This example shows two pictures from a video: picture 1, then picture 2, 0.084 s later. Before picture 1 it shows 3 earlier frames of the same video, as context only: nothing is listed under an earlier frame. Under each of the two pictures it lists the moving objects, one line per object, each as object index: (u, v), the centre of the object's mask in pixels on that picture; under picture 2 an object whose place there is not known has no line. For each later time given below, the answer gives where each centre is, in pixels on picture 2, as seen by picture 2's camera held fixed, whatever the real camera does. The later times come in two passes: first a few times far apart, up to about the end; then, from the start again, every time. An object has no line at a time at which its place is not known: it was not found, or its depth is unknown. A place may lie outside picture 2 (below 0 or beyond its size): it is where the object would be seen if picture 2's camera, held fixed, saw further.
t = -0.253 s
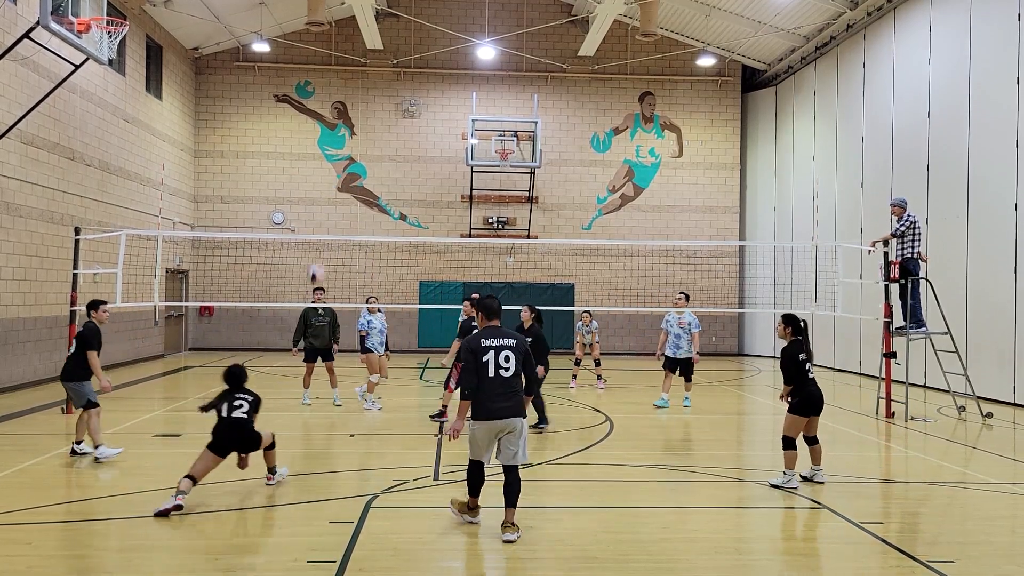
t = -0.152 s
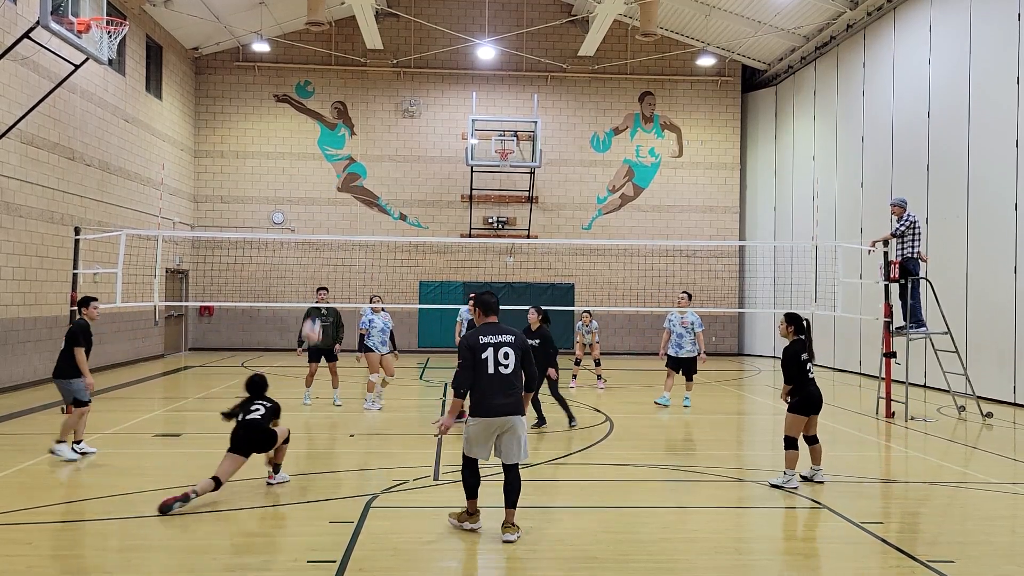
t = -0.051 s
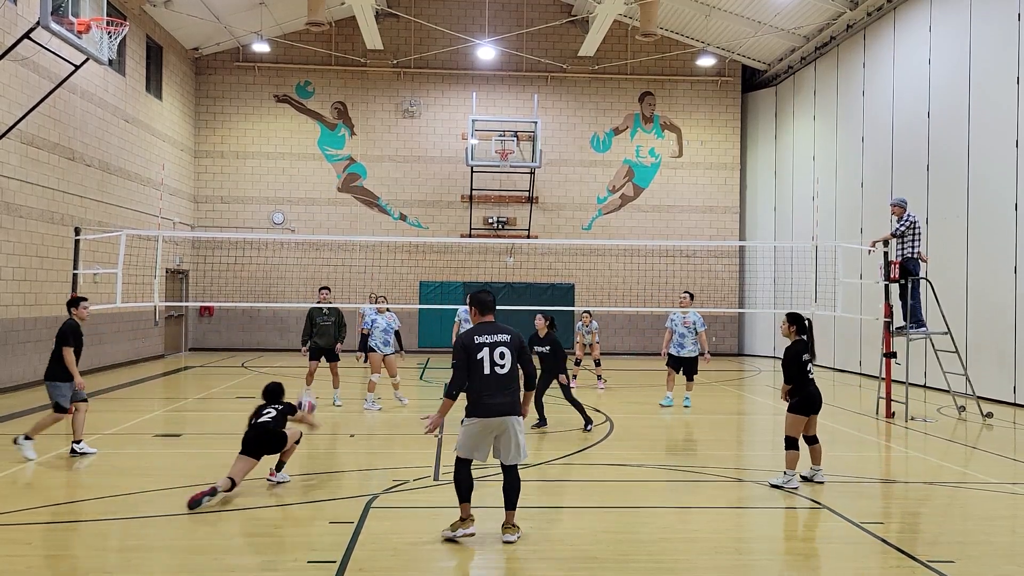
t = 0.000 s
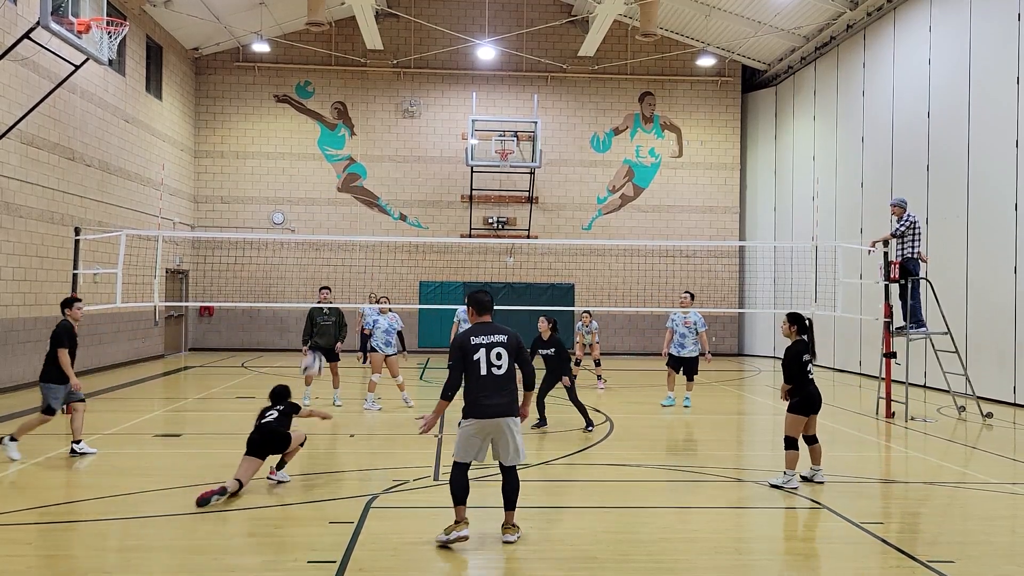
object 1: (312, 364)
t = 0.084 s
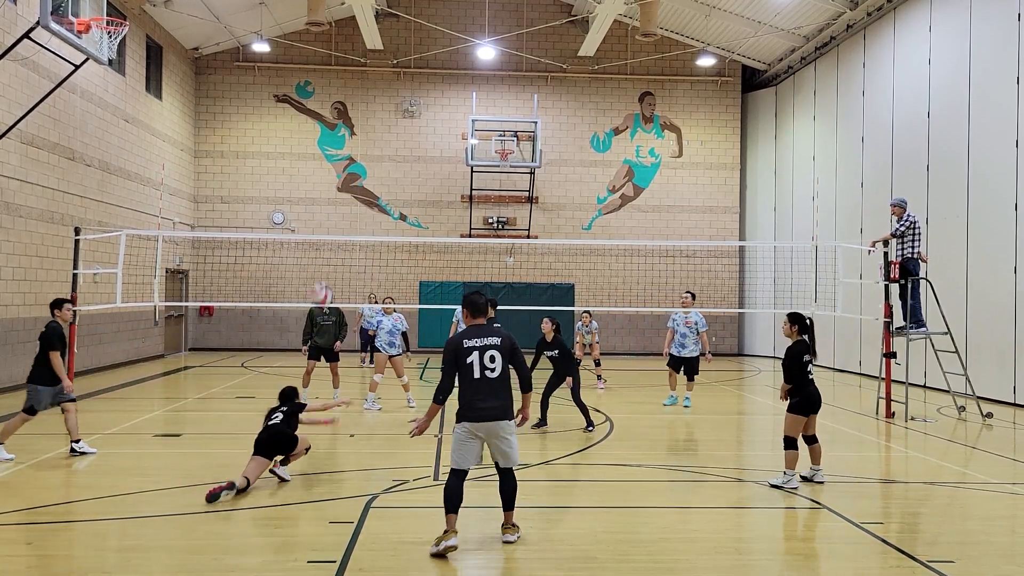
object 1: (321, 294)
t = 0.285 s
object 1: (342, 168)
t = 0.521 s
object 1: (361, 81)
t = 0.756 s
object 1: (375, 51)
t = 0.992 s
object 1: (388, 66)
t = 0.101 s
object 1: (323, 283)
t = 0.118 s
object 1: (325, 270)
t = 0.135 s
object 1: (327, 258)
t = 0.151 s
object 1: (329, 248)
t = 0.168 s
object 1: (331, 235)
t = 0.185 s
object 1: (332, 224)
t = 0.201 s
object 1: (334, 215)
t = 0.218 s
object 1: (336, 204)
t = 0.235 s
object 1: (337, 195)
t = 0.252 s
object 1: (339, 185)
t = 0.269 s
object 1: (340, 177)
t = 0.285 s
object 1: (342, 168)
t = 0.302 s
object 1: (345, 159)
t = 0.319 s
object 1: (344, 151)
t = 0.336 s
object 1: (346, 145)
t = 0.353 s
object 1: (348, 137)
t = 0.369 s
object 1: (349, 129)
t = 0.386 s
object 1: (351, 124)
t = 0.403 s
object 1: (352, 117)
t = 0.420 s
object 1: (353, 110)
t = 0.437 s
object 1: (355, 105)
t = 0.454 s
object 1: (355, 100)
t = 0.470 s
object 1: (357, 95)
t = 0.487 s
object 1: (358, 90)
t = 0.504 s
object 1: (360, 85)
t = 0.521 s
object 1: (361, 81)
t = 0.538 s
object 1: (362, 78)
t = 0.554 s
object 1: (363, 73)
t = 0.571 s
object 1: (364, 70)
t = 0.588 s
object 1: (365, 67)
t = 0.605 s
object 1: (366, 65)
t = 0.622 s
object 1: (368, 62)
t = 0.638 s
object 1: (368, 59)
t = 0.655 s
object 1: (369, 57)
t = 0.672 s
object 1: (371, 56)
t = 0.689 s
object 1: (371, 54)
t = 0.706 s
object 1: (373, 53)
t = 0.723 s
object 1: (373, 52)
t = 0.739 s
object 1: (374, 51)
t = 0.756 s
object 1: (375, 51)
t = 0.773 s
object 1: (376, 50)
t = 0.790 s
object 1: (377, 50)
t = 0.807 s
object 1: (378, 50)
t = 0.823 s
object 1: (379, 50)
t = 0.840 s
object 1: (380, 51)
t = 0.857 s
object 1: (381, 52)
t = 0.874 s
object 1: (382, 53)
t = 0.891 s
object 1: (383, 54)
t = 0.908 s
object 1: (384, 56)
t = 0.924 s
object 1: (385, 57)
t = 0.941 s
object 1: (386, 59)
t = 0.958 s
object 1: (386, 61)
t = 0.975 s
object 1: (387, 63)
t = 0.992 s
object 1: (388, 66)
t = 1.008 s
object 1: (389, 69)
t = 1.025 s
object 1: (390, 71)
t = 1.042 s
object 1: (391, 75)
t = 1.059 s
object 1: (392, 78)
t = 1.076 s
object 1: (392, 82)
